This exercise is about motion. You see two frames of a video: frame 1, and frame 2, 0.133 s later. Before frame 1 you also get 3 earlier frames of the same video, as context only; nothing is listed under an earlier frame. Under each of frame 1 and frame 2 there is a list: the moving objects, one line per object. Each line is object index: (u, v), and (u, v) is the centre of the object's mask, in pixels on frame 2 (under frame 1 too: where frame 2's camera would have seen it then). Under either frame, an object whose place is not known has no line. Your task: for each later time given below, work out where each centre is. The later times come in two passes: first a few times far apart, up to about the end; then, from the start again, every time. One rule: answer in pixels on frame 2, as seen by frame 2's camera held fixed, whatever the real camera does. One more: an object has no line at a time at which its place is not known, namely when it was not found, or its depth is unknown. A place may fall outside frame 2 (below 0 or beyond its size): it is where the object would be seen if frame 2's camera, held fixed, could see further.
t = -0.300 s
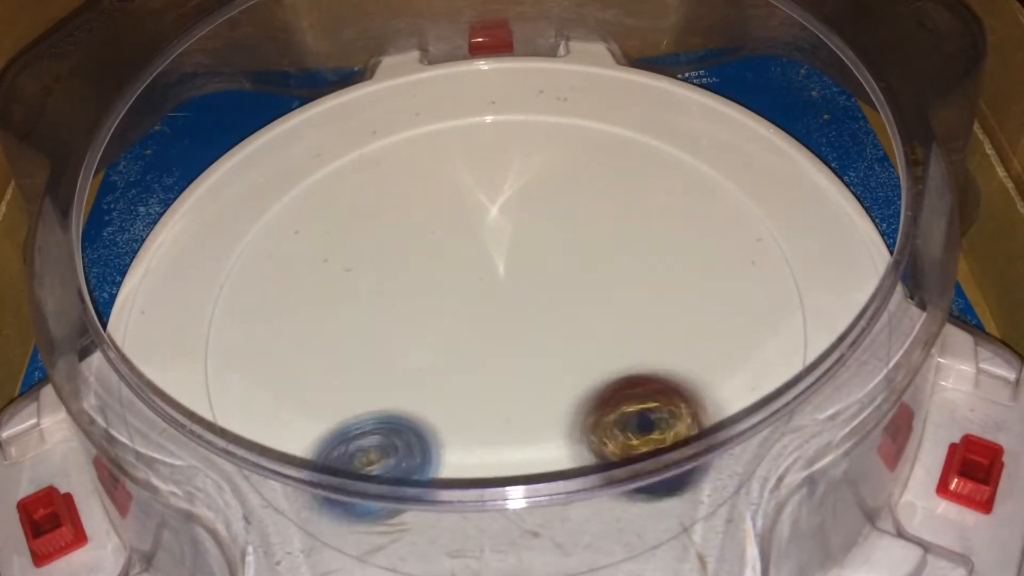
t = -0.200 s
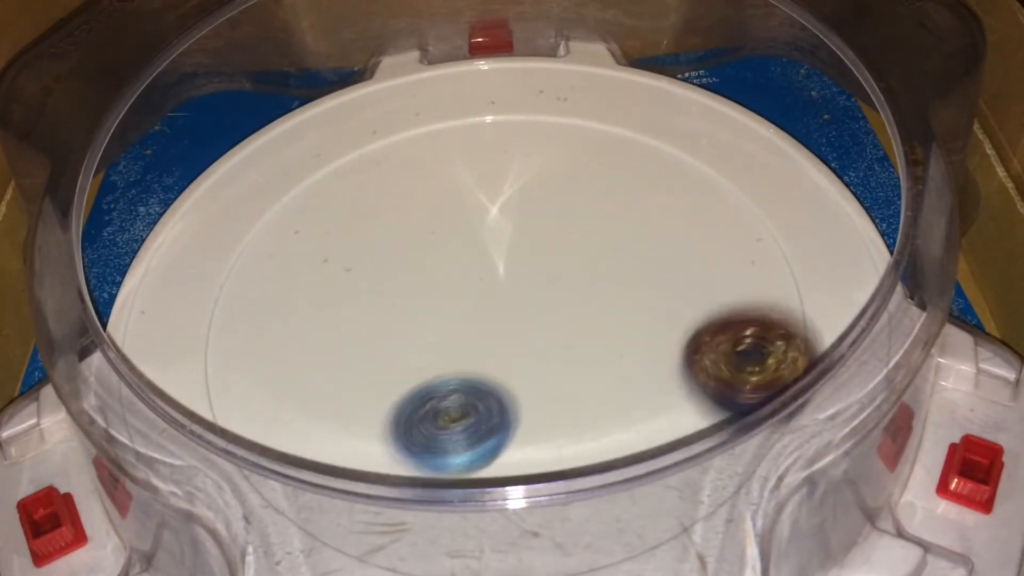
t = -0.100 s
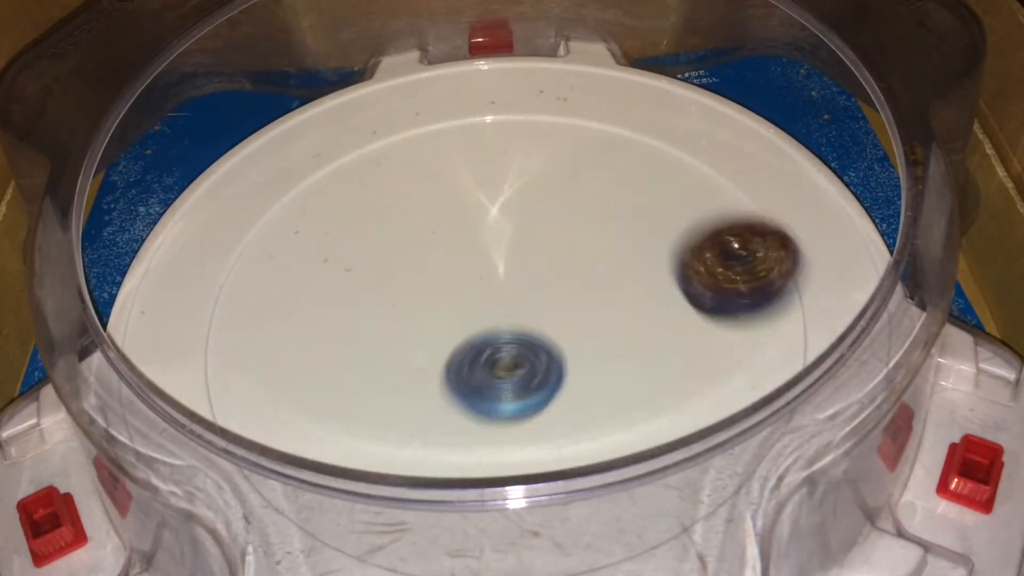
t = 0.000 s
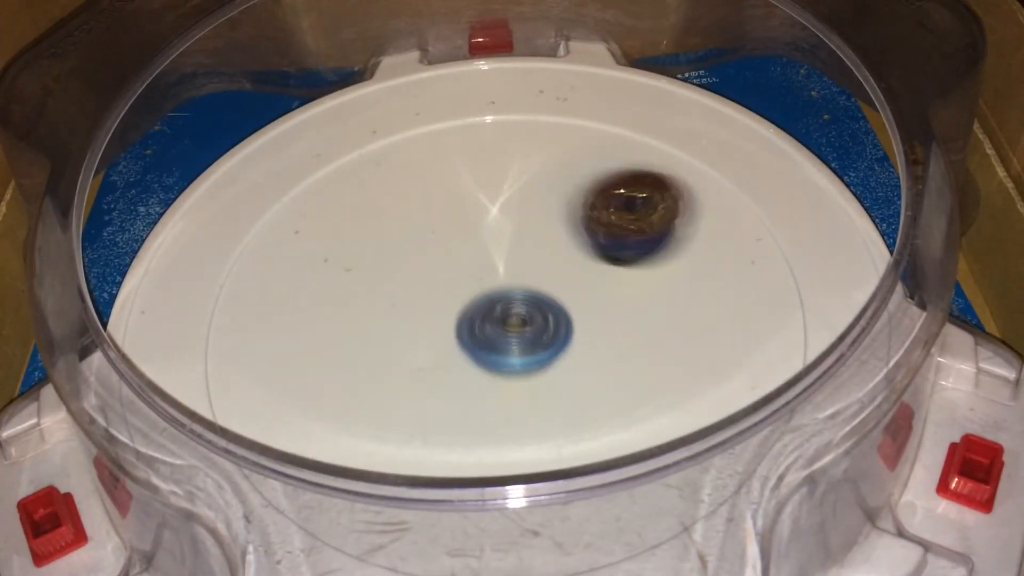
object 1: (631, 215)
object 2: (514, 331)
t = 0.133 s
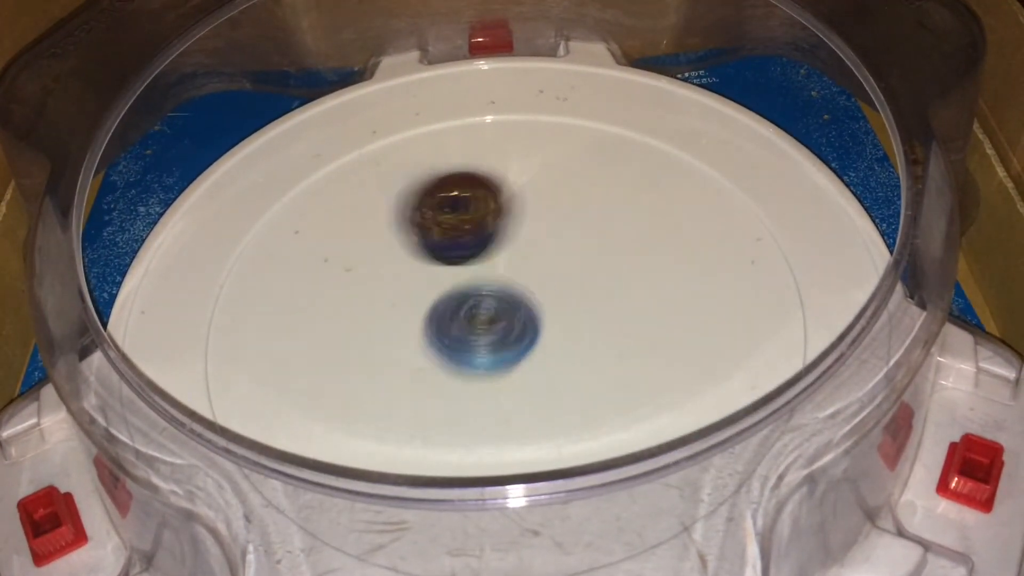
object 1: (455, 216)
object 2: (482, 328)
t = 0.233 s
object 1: (344, 252)
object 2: (450, 365)
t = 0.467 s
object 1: (366, 479)
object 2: (434, 361)
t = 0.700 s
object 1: (657, 355)
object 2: (440, 338)
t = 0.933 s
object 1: (544, 174)
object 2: (451, 302)
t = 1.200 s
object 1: (293, 228)
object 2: (471, 270)
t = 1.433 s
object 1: (452, 408)
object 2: (492, 249)
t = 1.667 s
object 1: (690, 270)
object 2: (514, 244)
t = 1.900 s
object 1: (573, 122)
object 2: (536, 252)
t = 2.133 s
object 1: (370, 247)
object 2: (556, 269)
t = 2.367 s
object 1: (508, 432)
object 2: (562, 294)
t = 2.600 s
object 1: (754, 332)
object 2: (556, 320)
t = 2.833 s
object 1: (594, 189)
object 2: (537, 341)
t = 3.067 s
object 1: (349, 271)
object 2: (510, 350)
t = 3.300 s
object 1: (372, 467)
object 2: (484, 346)
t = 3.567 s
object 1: (655, 352)
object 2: (457, 327)
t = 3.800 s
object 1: (540, 181)
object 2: (447, 304)
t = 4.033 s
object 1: (322, 201)
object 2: (454, 288)
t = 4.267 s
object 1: (368, 384)
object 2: (478, 272)
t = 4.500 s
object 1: (649, 339)
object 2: (510, 262)
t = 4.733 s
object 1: (652, 168)
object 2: (536, 262)
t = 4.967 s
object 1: (448, 179)
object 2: (552, 272)
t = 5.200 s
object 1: (398, 368)
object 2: (557, 291)
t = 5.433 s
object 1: (625, 421)
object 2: (548, 314)
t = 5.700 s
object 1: (660, 252)
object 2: (521, 335)
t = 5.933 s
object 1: (438, 223)
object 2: (494, 341)
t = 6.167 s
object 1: (306, 350)
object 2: (472, 333)
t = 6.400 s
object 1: (506, 425)
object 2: (457, 317)
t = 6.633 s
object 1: (621, 270)
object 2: (458, 297)
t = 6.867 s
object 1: (501, 158)
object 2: (475, 279)
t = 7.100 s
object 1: (363, 248)
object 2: (502, 267)
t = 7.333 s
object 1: (496, 384)
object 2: (526, 266)
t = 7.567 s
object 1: (690, 314)
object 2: (539, 275)
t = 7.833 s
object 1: (576, 202)
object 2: (544, 298)
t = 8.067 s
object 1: (405, 286)
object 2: (535, 321)
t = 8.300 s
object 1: (430, 430)
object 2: (513, 340)
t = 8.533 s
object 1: (634, 408)
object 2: (482, 292)
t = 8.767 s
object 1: (614, 272)
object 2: (450, 263)
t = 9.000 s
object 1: (526, 215)
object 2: (383, 240)
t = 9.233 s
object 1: (609, 240)
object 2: (258, 239)
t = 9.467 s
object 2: (319, 278)
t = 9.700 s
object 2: (427, 286)
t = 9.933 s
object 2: (432, 175)
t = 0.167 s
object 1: (419, 219)
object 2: (468, 347)
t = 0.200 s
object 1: (381, 231)
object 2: (457, 359)
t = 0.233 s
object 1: (344, 252)
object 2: (450, 365)
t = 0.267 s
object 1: (314, 278)
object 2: (444, 368)
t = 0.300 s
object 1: (291, 310)
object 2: (441, 369)
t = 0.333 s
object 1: (278, 348)
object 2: (439, 369)
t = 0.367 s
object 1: (277, 386)
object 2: (438, 367)
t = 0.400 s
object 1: (296, 413)
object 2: (437, 366)
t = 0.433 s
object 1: (323, 451)
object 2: (435, 364)
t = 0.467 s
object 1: (366, 479)
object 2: (434, 361)
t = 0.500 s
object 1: (419, 486)
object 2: (433, 359)
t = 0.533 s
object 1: (475, 488)
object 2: (432, 357)
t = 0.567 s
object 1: (528, 475)
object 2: (433, 354)
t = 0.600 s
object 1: (571, 438)
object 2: (433, 351)
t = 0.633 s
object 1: (613, 416)
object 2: (435, 347)
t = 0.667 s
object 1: (643, 392)
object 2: (437, 343)
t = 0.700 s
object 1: (657, 355)
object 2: (440, 338)
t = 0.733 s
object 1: (660, 323)
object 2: (442, 333)
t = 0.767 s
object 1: (655, 291)
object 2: (444, 328)
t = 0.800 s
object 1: (642, 259)
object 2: (445, 323)
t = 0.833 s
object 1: (624, 232)
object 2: (447, 318)
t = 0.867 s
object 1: (601, 209)
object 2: (448, 313)
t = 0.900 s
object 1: (574, 189)
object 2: (449, 307)
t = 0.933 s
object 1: (544, 174)
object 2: (451, 302)
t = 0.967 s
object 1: (512, 163)
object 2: (453, 298)
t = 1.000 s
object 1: (477, 155)
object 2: (455, 293)
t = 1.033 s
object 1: (443, 152)
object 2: (456, 289)
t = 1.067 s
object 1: (407, 156)
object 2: (459, 285)
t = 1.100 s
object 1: (373, 165)
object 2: (462, 281)
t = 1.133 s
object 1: (341, 179)
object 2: (464, 277)
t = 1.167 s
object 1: (313, 201)
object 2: (467, 273)
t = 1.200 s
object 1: (293, 228)
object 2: (471, 270)
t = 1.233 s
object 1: (282, 260)
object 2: (474, 266)
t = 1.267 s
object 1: (283, 294)
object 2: (477, 263)
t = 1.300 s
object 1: (296, 328)
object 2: (481, 259)
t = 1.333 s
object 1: (322, 359)
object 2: (484, 257)
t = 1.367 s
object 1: (360, 384)
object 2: (486, 253)
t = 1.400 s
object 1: (401, 400)
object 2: (489, 251)
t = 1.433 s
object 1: (452, 408)
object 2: (492, 249)
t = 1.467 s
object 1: (506, 406)
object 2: (495, 247)
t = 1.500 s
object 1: (552, 396)
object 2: (498, 246)
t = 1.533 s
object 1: (595, 380)
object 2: (501, 246)
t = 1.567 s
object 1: (634, 356)
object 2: (505, 245)
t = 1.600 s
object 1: (660, 329)
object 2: (508, 244)
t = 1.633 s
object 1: (680, 299)
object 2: (511, 244)
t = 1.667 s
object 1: (690, 270)
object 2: (514, 244)
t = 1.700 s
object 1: (694, 241)
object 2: (517, 244)
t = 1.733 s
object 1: (689, 211)
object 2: (521, 245)
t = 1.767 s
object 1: (678, 186)
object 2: (524, 246)
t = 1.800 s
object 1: (660, 163)
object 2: (527, 247)
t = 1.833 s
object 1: (634, 144)
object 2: (530, 249)
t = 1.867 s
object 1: (607, 130)
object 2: (533, 250)
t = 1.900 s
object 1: (573, 122)
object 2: (536, 252)
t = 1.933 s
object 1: (538, 122)
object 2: (540, 254)
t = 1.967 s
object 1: (501, 127)
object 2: (542, 256)
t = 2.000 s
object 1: (465, 141)
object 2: (546, 258)
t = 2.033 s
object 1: (433, 160)
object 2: (549, 261)
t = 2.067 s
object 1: (406, 184)
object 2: (552, 264)
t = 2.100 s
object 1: (383, 215)
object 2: (554, 266)
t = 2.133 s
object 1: (370, 247)
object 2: (556, 269)
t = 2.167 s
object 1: (364, 280)
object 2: (557, 273)
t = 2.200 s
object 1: (368, 316)
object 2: (558, 276)
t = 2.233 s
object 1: (378, 347)
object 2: (559, 280)
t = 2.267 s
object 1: (398, 380)
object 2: (560, 283)
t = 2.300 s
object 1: (430, 407)
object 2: (561, 287)
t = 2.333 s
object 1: (462, 425)
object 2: (561, 290)
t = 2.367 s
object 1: (508, 432)
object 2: (562, 294)
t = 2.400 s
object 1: (553, 434)
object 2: (562, 298)
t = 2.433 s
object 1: (598, 429)
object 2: (562, 302)
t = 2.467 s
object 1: (640, 417)
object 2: (561, 305)
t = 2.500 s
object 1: (681, 402)
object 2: (560, 309)
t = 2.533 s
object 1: (713, 381)
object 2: (559, 313)
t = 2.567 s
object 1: (740, 357)
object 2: (558, 316)
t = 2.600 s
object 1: (754, 332)
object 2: (556, 320)
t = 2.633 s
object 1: (755, 300)
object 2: (554, 323)
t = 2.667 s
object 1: (745, 269)
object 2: (551, 327)
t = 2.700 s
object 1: (727, 243)
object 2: (549, 330)
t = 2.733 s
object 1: (701, 224)
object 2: (546, 333)
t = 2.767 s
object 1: (671, 207)
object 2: (543, 336)
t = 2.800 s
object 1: (633, 196)
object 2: (540, 339)
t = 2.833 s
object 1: (594, 189)
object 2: (537, 341)
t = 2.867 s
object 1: (556, 188)
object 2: (533, 343)
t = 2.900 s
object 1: (517, 190)
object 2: (529, 345)
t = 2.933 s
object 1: (477, 200)
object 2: (525, 346)
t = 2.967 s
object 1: (442, 210)
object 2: (522, 348)
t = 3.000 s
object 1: (406, 228)
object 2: (518, 349)
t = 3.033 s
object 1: (376, 247)
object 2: (514, 349)
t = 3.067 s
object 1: (349, 271)
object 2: (510, 350)
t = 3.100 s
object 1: (328, 296)
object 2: (506, 350)
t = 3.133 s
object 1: (312, 325)
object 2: (502, 350)
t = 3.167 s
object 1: (304, 355)
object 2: (498, 350)
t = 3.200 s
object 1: (304, 388)
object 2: (495, 349)
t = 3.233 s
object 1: (317, 417)
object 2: (491, 348)
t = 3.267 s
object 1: (341, 432)
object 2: (487, 347)
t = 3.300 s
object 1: (372, 467)
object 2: (484, 346)
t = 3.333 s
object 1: (412, 482)
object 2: (480, 344)
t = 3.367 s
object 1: (462, 487)
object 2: (476, 342)
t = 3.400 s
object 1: (510, 481)
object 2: (472, 340)
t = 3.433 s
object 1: (556, 464)
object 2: (469, 337)
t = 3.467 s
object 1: (590, 431)
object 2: (466, 335)
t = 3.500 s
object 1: (623, 412)
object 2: (462, 332)
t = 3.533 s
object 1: (646, 384)
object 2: (460, 330)
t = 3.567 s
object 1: (655, 352)
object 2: (457, 327)
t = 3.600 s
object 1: (655, 320)
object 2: (455, 323)
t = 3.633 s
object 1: (648, 290)
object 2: (453, 320)
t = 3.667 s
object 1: (636, 263)
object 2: (451, 317)
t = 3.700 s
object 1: (618, 236)
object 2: (450, 313)
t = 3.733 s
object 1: (595, 215)
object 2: (448, 311)
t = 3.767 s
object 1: (569, 196)
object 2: (448, 307)
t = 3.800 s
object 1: (540, 181)
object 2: (447, 304)
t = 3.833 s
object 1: (510, 170)
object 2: (447, 302)
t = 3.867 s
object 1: (476, 163)
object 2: (447, 299)
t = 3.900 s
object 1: (444, 161)
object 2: (448, 296)
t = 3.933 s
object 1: (410, 163)
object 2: (449, 294)
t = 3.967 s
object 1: (379, 170)
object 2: (450, 291)
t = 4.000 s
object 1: (347, 183)
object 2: (452, 289)
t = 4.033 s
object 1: (322, 201)
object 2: (454, 288)
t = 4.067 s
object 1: (303, 222)
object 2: (456, 285)
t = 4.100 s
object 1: (290, 249)
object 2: (459, 283)
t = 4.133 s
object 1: (286, 277)
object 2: (462, 281)
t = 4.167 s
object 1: (292, 309)
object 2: (466, 279)
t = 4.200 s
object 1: (308, 338)
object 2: (469, 277)
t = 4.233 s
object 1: (335, 365)
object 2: (474, 275)
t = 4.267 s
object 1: (368, 384)
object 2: (478, 272)
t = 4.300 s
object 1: (412, 400)
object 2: (482, 271)
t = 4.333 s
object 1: (454, 406)
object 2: (487, 269)
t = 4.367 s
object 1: (502, 404)
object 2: (492, 267)
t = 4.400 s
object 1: (546, 395)
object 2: (497, 265)
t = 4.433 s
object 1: (585, 382)
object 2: (502, 264)
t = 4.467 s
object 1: (620, 362)
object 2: (506, 263)
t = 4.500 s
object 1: (649, 339)
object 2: (510, 262)
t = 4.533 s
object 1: (669, 314)
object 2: (515, 261)
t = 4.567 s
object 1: (682, 287)
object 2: (518, 260)
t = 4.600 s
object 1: (690, 259)
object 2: (522, 261)
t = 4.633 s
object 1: (690, 233)
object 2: (526, 260)
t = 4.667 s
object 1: (684, 209)
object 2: (530, 261)
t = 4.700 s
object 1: (670, 186)
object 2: (533, 261)
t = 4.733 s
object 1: (652, 168)
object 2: (536, 262)
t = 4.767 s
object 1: (628, 153)
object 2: (539, 263)
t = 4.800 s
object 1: (600, 143)
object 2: (541, 264)
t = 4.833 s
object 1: (570, 139)
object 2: (544, 265)
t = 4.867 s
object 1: (539, 141)
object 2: (546, 267)
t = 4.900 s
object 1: (506, 148)
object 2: (548, 268)
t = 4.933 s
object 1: (476, 159)
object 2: (550, 270)
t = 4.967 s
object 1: (448, 179)
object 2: (552, 272)
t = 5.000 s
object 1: (423, 200)
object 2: (554, 274)
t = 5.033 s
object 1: (406, 223)
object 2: (555, 277)
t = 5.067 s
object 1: (391, 250)
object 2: (556, 279)
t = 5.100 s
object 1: (383, 280)
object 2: (557, 282)
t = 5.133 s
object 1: (382, 309)
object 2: (557, 285)
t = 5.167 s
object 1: (388, 342)
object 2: (557, 288)
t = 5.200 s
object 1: (398, 368)
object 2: (557, 291)
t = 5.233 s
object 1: (418, 394)
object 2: (557, 295)
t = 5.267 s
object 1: (444, 417)
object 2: (557, 298)
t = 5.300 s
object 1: (476, 430)
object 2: (556, 301)
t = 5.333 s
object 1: (512, 435)
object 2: (554, 304)
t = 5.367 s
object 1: (551, 435)
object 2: (553, 307)
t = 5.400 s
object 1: (588, 430)
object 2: (551, 310)
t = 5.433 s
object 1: (625, 421)
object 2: (548, 314)
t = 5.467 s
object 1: (660, 407)
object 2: (546, 317)
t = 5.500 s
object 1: (686, 389)
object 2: (543, 320)
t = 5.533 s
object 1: (705, 369)
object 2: (540, 323)
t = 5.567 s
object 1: (712, 343)
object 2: (537, 326)
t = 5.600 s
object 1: (709, 316)
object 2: (533, 328)
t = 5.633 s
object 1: (699, 292)
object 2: (529, 331)
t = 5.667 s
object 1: (682, 270)
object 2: (525, 333)
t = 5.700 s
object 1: (660, 252)
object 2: (521, 335)
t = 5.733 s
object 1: (633, 236)
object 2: (517, 337)
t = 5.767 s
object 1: (604, 224)
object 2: (512, 338)
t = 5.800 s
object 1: (570, 217)
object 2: (509, 339)
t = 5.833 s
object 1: (538, 214)
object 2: (504, 340)
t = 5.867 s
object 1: (504, 214)
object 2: (501, 341)
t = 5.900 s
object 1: (471, 217)
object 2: (497, 341)
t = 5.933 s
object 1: (438, 223)
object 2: (494, 341)
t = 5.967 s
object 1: (409, 232)
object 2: (490, 340)
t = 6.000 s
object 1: (380, 245)
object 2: (487, 340)
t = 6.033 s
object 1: (355, 261)
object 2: (485, 339)
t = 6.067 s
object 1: (335, 280)
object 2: (481, 338)
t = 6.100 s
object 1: (319, 303)
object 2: (478, 337)
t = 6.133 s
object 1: (308, 326)
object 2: (475, 335)
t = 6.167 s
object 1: (306, 350)
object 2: (472, 333)
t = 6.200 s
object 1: (312, 375)
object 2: (469, 332)
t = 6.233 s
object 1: (329, 401)
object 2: (466, 329)
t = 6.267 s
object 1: (355, 418)
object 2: (464, 327)
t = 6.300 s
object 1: (389, 429)
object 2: (462, 325)
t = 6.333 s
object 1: (428, 434)
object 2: (460, 322)
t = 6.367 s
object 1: (468, 432)
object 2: (458, 320)
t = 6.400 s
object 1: (506, 425)
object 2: (457, 317)
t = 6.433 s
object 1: (539, 413)
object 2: (456, 314)
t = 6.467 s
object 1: (568, 393)
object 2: (456, 311)
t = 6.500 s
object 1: (592, 369)
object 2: (456, 308)
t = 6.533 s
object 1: (609, 344)
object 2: (456, 305)
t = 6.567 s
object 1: (617, 318)
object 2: (456, 303)
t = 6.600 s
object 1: (621, 293)
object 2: (457, 300)
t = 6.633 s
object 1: (621, 270)
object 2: (458, 297)
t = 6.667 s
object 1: (614, 246)
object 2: (459, 294)
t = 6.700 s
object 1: (604, 224)
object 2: (461, 292)
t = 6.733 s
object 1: (590, 203)
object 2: (463, 289)
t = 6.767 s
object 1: (572, 186)
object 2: (466, 287)
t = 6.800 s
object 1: (551, 173)
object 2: (469, 284)
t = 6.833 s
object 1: (527, 164)
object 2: (472, 281)
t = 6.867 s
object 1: (501, 158)
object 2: (475, 279)
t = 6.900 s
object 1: (474, 157)
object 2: (478, 277)
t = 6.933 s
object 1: (448, 161)
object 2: (482, 275)
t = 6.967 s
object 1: (423, 170)
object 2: (486, 273)
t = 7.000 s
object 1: (402, 183)
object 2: (490, 271)
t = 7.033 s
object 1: (383, 202)
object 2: (493, 269)
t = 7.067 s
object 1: (369, 225)
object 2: (498, 268)
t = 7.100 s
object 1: (363, 248)
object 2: (502, 267)
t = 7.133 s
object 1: (364, 273)
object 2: (506, 266)
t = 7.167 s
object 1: (372, 298)
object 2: (510, 266)
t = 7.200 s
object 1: (386, 325)
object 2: (514, 265)
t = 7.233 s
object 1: (406, 346)
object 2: (517, 265)
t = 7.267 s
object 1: (432, 363)
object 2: (520, 265)
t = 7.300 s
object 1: (461, 376)
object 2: (523, 265)
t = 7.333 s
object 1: (496, 384)
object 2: (526, 266)
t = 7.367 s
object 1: (532, 387)
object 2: (529, 267)
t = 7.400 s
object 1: (566, 387)
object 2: (532, 268)
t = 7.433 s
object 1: (601, 379)
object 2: (533, 269)
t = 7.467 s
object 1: (631, 368)
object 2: (535, 270)
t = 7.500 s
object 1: (656, 353)
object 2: (537, 272)
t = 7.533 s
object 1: (676, 335)
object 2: (538, 273)
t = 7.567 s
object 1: (690, 314)
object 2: (539, 275)
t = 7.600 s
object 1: (697, 291)
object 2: (540, 277)
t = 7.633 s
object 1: (696, 269)
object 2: (541, 279)
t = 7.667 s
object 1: (688, 249)
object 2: (543, 282)
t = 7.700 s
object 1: (674, 232)
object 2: (543, 285)
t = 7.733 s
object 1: (655, 218)
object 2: (544, 288)
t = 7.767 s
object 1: (630, 209)
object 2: (544, 291)
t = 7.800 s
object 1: (604, 204)
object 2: (544, 295)
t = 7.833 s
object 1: (576, 202)
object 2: (544, 298)
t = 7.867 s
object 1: (547, 205)
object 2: (544, 302)
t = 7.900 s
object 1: (518, 212)
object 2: (543, 305)
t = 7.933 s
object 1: (490, 222)
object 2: (542, 308)
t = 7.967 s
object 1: (464, 234)
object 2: (541, 312)
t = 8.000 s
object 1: (442, 249)
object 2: (539, 315)
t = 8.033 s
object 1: (421, 266)
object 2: (537, 318)
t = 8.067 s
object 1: (405, 286)
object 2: (535, 321)
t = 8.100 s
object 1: (391, 309)
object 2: (533, 324)
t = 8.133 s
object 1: (382, 331)
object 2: (530, 327)
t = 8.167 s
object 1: (378, 354)
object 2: (527, 330)
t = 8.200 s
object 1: (381, 377)
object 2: (523, 333)
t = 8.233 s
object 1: (390, 399)
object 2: (520, 335)
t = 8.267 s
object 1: (406, 418)
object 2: (517, 338)
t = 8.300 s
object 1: (430, 430)
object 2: (513, 340)
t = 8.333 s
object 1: (459, 436)
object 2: (510, 341)
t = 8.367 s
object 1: (491, 437)
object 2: (506, 341)
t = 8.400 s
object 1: (522, 434)
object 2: (502, 342)
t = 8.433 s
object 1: (552, 431)
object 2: (497, 333)
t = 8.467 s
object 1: (581, 427)
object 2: (494, 316)
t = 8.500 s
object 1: (610, 419)
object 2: (488, 302)
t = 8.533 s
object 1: (634, 408)
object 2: (482, 292)
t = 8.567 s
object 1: (653, 393)
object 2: (476, 286)
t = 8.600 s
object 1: (662, 371)
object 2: (469, 282)
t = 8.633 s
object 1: (665, 348)
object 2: (464, 278)
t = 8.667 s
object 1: (659, 326)
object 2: (460, 274)
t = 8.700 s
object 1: (649, 306)
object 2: (457, 270)
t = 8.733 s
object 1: (633, 288)
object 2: (453, 267)
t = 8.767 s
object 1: (614, 272)
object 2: (450, 263)
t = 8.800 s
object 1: (593, 259)
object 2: (448, 260)
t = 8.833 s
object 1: (569, 248)
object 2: (447, 256)
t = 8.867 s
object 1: (555, 239)
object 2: (436, 252)
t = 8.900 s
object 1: (554, 231)
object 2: (413, 247)
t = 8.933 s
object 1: (548, 224)
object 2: (395, 242)
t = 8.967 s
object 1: (538, 218)
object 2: (385, 239)
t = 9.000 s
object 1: (526, 215)
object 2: (383, 240)
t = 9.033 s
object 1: (514, 216)
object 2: (385, 240)
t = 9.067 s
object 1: (502, 220)
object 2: (388, 239)
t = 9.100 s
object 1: (520, 226)
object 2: (353, 235)
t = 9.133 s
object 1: (545, 233)
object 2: (312, 233)
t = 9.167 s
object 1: (567, 236)
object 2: (281, 232)
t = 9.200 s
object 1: (588, 239)
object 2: (264, 235)
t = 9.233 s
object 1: (609, 240)
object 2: (258, 239)
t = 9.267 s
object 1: (629, 239)
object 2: (257, 244)
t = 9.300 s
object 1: (648, 238)
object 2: (260, 250)
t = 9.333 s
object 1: (665, 236)
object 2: (267, 257)
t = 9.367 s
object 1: (680, 234)
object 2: (277, 263)
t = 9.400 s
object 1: (692, 230)
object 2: (290, 269)
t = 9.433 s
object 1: (698, 226)
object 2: (304, 274)
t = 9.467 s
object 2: (319, 278)
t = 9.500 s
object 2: (335, 281)
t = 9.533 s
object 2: (352, 283)
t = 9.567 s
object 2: (368, 285)
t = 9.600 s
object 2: (384, 285)
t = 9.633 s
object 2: (399, 285)
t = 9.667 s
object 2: (413, 286)
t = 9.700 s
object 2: (427, 286)
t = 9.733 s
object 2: (440, 286)
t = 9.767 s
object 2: (452, 286)
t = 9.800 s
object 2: (463, 286)
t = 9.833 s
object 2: (469, 283)
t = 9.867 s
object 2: (453, 243)
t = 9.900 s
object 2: (441, 205)
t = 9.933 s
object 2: (432, 175)
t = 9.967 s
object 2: (426, 152)
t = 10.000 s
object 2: (423, 138)
